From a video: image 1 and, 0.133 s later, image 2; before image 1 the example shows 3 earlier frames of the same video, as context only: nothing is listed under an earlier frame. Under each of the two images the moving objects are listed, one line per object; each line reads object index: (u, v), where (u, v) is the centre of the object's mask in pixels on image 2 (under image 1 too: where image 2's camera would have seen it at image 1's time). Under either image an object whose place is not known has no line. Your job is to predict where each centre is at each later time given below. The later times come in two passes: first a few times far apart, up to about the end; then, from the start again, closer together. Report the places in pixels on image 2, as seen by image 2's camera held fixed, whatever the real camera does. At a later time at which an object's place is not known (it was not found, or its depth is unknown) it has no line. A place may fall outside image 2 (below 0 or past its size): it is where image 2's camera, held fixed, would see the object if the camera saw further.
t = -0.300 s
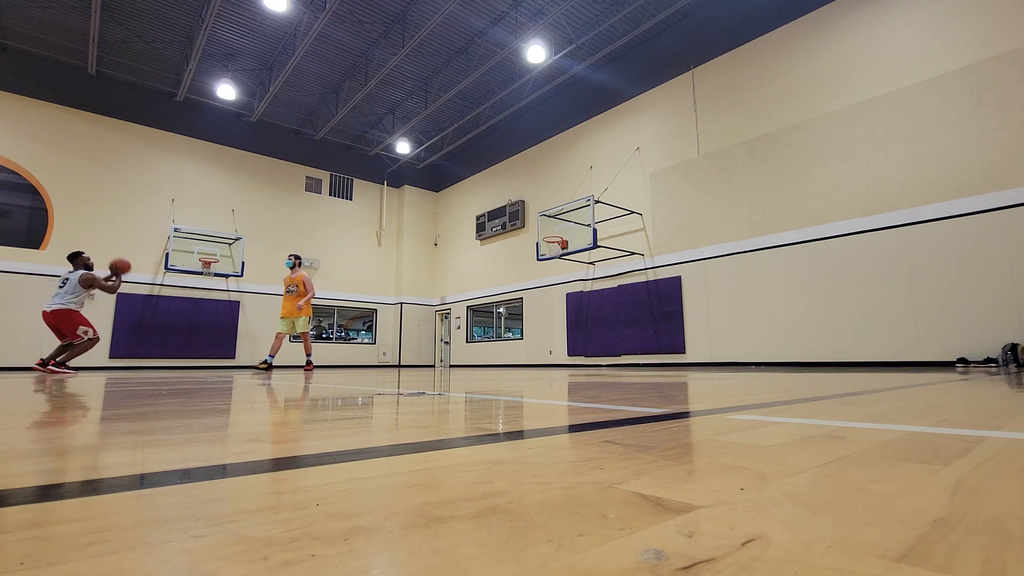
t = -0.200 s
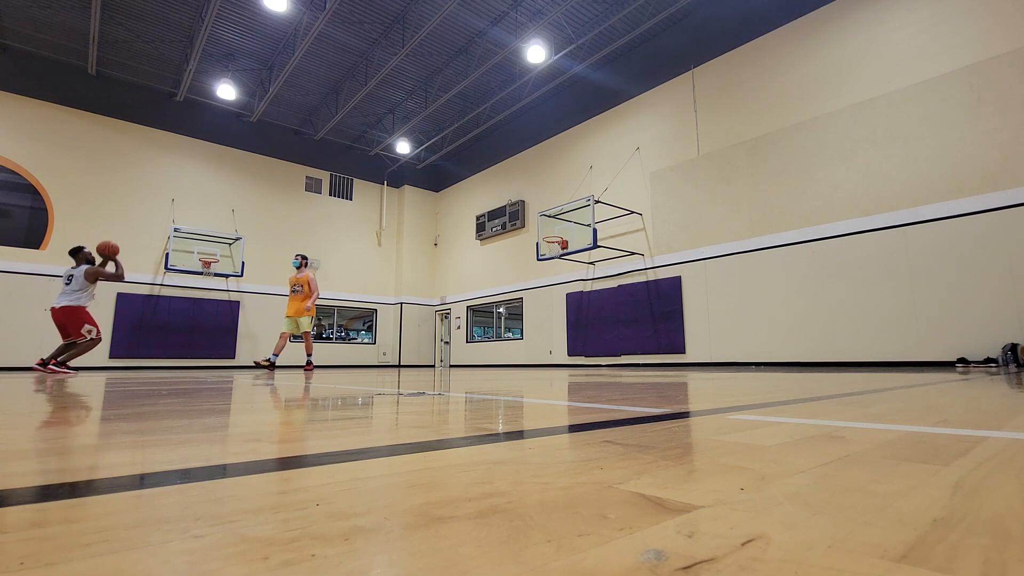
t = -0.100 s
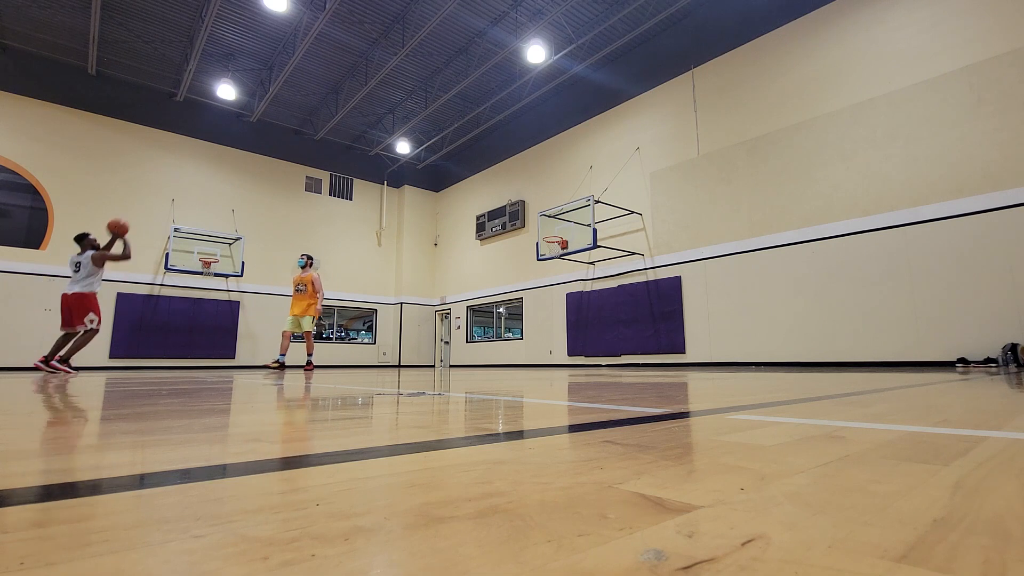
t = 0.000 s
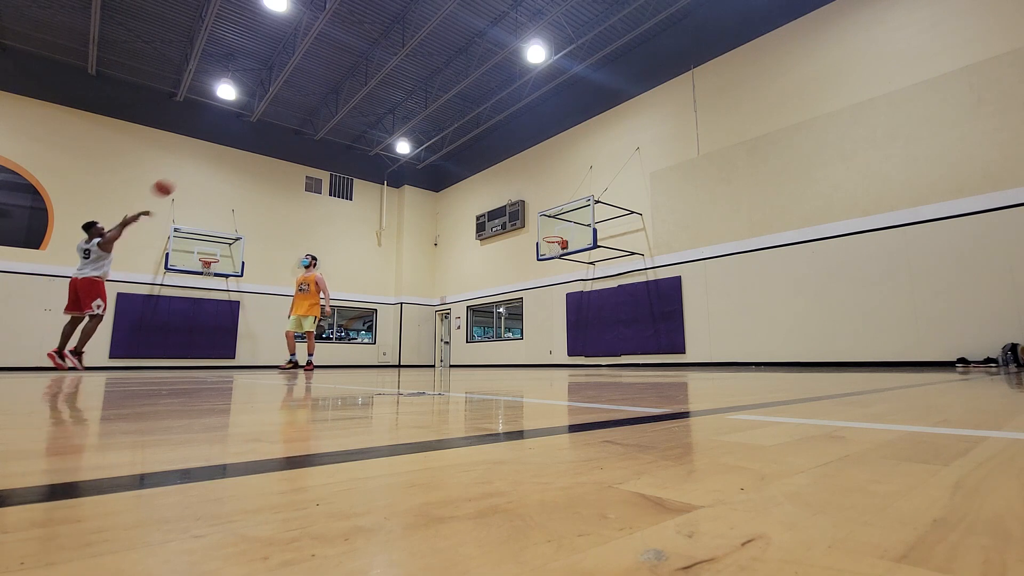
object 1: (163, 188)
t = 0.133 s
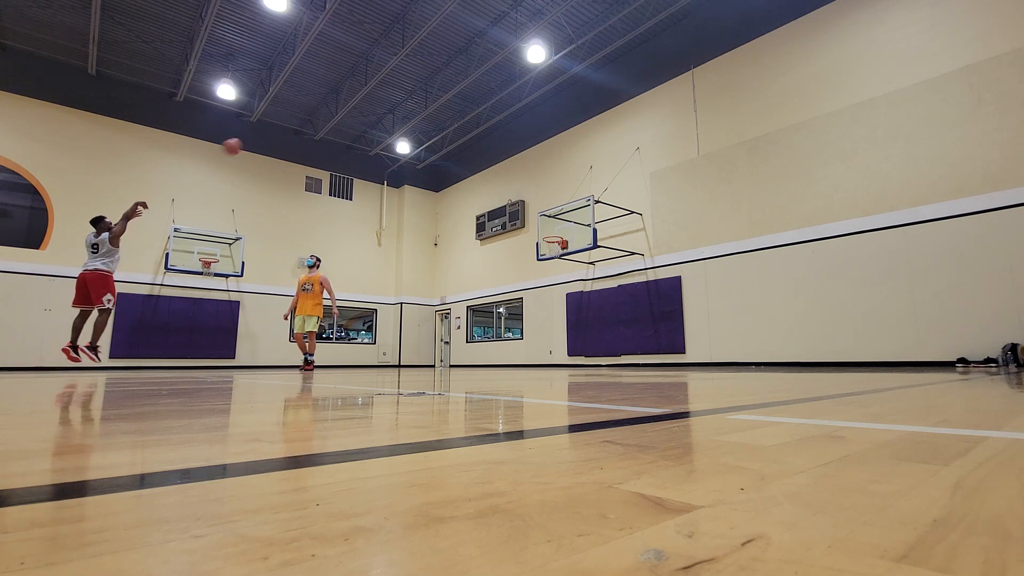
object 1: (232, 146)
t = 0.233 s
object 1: (275, 127)
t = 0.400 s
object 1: (336, 110)
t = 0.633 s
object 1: (404, 111)
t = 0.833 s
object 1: (452, 129)
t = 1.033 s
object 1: (493, 161)
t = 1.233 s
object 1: (529, 206)
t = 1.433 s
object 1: (561, 226)
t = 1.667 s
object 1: (598, 206)
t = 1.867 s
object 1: (636, 206)
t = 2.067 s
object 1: (679, 225)
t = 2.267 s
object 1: (732, 271)
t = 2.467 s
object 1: (797, 351)
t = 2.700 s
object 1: (853, 287)
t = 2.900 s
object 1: (906, 239)
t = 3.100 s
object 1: (968, 215)
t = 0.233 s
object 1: (275, 127)
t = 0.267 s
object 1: (288, 122)
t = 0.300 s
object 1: (301, 118)
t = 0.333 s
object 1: (313, 115)
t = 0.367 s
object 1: (324, 112)
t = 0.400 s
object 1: (336, 110)
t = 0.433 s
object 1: (346, 108)
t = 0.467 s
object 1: (357, 108)
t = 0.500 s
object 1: (367, 107)
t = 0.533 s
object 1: (376, 108)
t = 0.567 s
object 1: (386, 108)
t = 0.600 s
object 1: (396, 109)
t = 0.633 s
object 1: (404, 111)
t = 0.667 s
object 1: (413, 113)
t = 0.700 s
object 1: (421, 116)
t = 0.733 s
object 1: (429, 119)
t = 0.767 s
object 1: (437, 122)
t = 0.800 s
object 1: (445, 126)
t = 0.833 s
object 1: (452, 129)
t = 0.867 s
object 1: (459, 134)
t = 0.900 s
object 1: (467, 139)
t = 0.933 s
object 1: (474, 144)
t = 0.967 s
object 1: (480, 150)
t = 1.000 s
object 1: (487, 156)
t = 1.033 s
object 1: (493, 161)
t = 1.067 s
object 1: (500, 168)
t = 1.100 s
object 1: (506, 175)
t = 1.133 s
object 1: (512, 183)
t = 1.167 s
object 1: (518, 190)
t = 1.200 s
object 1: (524, 199)
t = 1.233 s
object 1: (529, 206)
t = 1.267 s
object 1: (535, 214)
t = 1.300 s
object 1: (541, 222)
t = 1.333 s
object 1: (547, 232)
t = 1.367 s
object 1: (551, 236)
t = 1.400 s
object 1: (556, 231)
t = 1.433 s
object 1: (561, 226)
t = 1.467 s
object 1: (566, 223)
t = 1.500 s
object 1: (571, 219)
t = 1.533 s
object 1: (577, 216)
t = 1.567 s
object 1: (582, 213)
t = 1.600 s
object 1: (587, 209)
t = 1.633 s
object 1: (593, 207)
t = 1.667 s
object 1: (598, 206)
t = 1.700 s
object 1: (604, 205)
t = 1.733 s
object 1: (610, 204)
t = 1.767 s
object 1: (616, 204)
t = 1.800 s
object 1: (622, 204)
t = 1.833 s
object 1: (629, 204)
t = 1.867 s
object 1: (636, 206)
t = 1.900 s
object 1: (642, 208)
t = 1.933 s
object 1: (649, 210)
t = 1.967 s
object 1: (656, 213)
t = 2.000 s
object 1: (663, 216)
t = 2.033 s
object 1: (671, 221)
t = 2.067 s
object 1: (679, 225)
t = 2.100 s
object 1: (687, 231)
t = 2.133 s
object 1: (696, 238)
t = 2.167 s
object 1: (704, 244)
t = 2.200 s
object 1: (713, 253)
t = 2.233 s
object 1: (723, 262)
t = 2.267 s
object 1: (732, 271)
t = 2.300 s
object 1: (742, 282)
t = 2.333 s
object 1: (752, 293)
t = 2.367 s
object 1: (763, 306)
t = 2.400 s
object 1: (774, 320)
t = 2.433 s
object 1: (785, 334)
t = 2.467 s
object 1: (797, 351)
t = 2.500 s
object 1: (808, 358)
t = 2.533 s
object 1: (815, 344)
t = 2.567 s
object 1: (823, 331)
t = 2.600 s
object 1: (830, 319)
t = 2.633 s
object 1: (838, 308)
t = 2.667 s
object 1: (846, 297)
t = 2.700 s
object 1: (853, 287)
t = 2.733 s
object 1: (861, 277)
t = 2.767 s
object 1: (870, 268)
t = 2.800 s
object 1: (879, 260)
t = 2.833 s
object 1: (888, 252)
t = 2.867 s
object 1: (897, 245)
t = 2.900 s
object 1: (906, 239)
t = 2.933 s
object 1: (916, 233)
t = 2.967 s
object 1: (925, 228)
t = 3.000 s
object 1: (936, 224)
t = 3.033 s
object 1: (946, 220)
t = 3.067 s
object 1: (957, 217)
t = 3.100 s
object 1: (968, 215)
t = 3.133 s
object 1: (979, 214)
